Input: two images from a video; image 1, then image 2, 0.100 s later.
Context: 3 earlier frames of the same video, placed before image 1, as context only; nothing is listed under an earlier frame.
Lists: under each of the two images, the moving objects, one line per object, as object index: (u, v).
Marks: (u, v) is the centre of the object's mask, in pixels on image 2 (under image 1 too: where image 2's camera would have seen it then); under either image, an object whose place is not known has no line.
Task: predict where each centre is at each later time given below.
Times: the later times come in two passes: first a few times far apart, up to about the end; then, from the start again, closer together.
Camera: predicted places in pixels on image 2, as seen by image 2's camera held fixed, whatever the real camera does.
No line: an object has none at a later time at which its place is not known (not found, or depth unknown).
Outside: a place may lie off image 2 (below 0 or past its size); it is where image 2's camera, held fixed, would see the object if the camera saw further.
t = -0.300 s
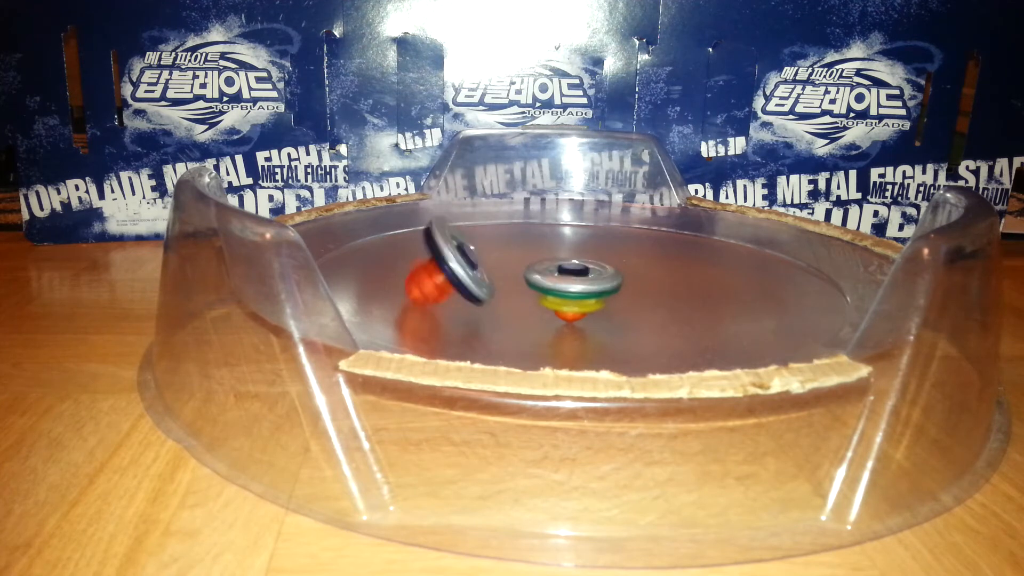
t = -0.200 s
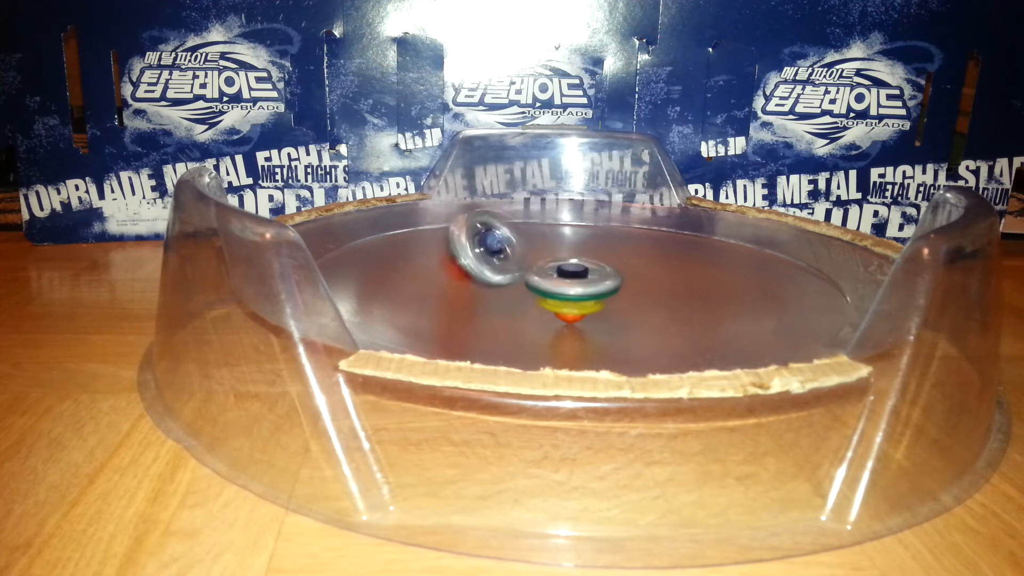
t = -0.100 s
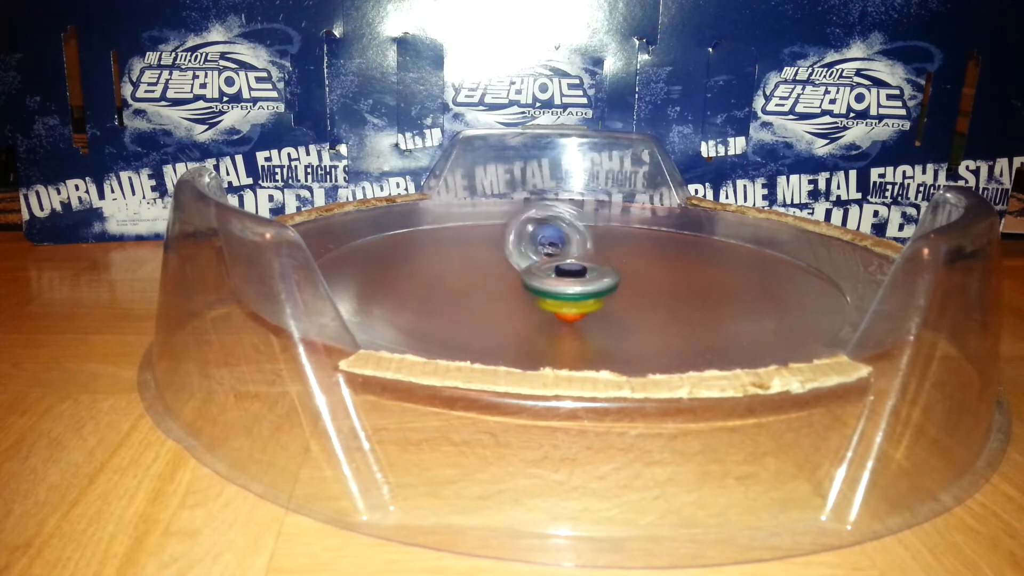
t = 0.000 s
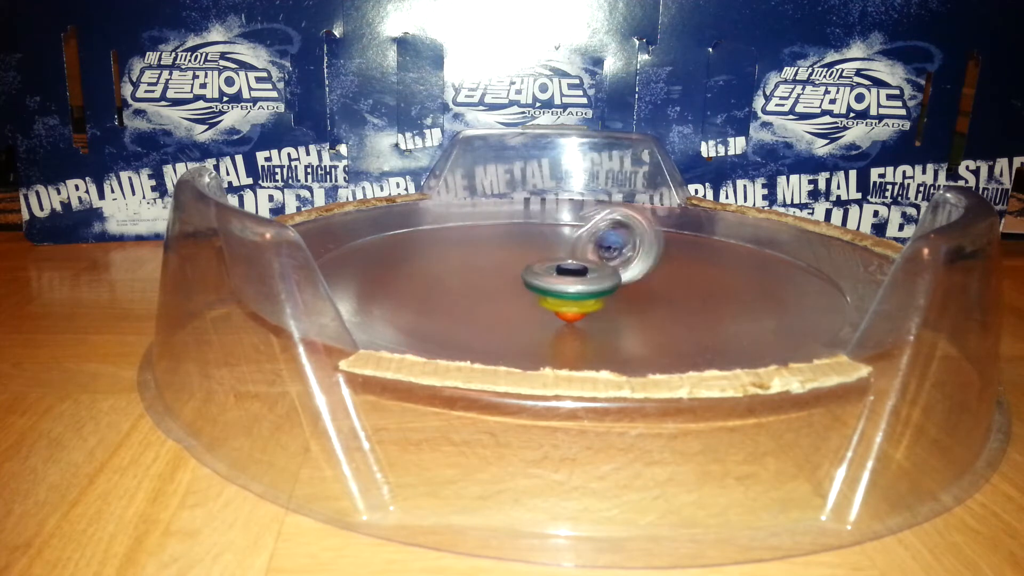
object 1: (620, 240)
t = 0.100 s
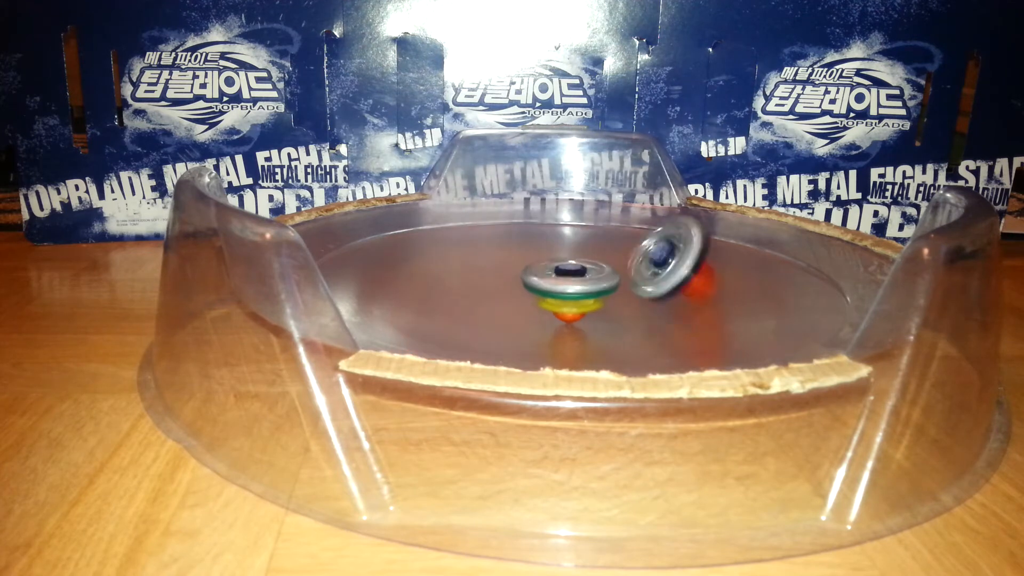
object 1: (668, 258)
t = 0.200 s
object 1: (679, 277)
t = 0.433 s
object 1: (522, 282)
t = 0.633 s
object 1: (475, 253)
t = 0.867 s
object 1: (615, 243)
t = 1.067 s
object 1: (670, 278)
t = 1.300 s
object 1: (522, 282)
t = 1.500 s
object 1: (485, 254)
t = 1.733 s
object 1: (624, 246)
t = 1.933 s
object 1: (653, 281)
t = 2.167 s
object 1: (512, 279)
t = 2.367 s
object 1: (505, 250)
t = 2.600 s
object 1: (640, 256)
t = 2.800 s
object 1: (632, 281)
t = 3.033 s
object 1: (505, 279)
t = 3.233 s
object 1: (467, 250)
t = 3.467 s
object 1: (520, 261)
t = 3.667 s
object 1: (531, 258)
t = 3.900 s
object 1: (541, 268)
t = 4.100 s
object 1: (580, 247)
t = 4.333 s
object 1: (619, 249)
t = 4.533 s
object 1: (615, 258)
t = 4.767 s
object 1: (666, 265)
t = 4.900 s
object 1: (656, 268)
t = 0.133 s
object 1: (678, 264)
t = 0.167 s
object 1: (683, 270)
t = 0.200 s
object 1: (679, 277)
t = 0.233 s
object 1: (668, 281)
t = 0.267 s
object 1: (650, 285)
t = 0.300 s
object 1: (630, 285)
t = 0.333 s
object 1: (606, 284)
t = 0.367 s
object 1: (575, 286)
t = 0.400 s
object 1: (548, 284)
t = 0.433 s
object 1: (522, 282)
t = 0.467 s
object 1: (500, 279)
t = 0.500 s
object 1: (484, 276)
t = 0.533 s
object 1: (472, 272)
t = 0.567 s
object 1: (466, 265)
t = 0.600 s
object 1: (469, 259)
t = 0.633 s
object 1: (475, 253)
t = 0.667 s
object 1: (490, 250)
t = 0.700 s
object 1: (501, 246)
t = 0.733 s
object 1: (519, 239)
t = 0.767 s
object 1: (542, 237)
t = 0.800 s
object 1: (567, 235)
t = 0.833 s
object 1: (591, 237)
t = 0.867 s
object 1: (615, 243)
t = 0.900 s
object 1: (632, 246)
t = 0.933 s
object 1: (650, 255)
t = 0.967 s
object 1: (660, 260)
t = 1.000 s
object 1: (671, 265)
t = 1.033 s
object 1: (674, 272)
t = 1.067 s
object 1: (670, 278)
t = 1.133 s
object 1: (643, 284)
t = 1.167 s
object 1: (625, 284)
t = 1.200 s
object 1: (599, 283)
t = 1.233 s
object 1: (572, 286)
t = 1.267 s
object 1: (548, 283)
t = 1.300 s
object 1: (522, 282)
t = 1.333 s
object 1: (504, 280)
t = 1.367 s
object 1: (487, 274)
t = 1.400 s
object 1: (478, 272)
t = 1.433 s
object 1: (475, 266)
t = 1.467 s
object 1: (479, 259)
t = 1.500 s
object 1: (485, 254)
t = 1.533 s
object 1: (497, 248)
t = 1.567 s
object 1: (516, 243)
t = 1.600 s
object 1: (532, 240)
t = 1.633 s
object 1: (555, 237)
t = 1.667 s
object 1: (581, 239)
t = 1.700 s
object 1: (605, 240)
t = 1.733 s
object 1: (624, 246)
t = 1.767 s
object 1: (640, 253)
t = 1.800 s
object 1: (650, 258)
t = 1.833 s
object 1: (659, 265)
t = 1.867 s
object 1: (664, 271)
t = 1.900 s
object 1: (665, 275)
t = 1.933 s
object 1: (653, 281)
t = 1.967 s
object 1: (641, 283)
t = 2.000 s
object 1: (625, 283)
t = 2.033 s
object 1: (601, 284)
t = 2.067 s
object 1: (576, 284)
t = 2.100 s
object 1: (554, 283)
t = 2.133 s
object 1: (529, 281)
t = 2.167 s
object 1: (512, 279)
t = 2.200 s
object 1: (499, 276)
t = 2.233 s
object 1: (487, 272)
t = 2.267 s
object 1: (483, 265)
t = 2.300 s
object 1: (488, 260)
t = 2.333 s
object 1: (493, 254)
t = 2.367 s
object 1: (505, 250)
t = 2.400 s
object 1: (521, 244)
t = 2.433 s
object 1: (539, 240)
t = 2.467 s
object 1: (560, 238)
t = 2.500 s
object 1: (585, 240)
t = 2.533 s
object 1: (608, 242)
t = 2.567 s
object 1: (624, 247)
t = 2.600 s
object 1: (640, 256)
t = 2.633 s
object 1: (647, 260)
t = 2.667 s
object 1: (655, 266)
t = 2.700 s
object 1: (657, 273)
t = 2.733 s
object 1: (654, 278)
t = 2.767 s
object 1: (643, 281)
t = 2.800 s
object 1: (632, 281)
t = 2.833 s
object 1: (616, 281)
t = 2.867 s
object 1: (596, 285)
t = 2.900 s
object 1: (577, 285)
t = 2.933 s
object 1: (552, 286)
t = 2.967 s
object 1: (534, 288)
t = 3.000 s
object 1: (518, 285)
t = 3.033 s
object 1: (505, 279)
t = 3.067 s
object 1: (498, 276)
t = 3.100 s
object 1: (492, 269)
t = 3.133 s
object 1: (476, 263)
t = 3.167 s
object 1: (468, 260)
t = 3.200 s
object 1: (466, 255)
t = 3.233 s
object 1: (467, 250)
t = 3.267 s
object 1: (471, 248)
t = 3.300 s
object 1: (476, 249)
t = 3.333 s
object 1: (479, 251)
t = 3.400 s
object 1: (497, 250)
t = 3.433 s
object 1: (508, 257)
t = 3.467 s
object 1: (520, 261)
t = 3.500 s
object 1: (531, 259)
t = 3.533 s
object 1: (530, 259)
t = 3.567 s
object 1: (529, 258)
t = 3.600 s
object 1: (529, 256)
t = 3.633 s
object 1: (532, 255)
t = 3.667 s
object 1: (531, 258)
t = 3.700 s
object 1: (530, 256)
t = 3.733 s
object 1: (531, 255)
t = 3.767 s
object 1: (532, 255)
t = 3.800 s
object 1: (534, 257)
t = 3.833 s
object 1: (531, 256)
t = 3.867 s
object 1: (536, 260)
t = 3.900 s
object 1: (541, 268)
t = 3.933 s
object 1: (542, 269)
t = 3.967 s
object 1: (546, 260)
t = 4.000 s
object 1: (551, 257)
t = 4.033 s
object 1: (561, 252)
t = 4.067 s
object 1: (572, 248)
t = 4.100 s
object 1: (580, 247)
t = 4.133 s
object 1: (590, 246)
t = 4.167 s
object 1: (598, 246)
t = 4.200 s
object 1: (605, 246)
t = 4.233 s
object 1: (610, 247)
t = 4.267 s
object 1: (615, 247)
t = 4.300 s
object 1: (617, 248)
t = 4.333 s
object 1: (619, 249)
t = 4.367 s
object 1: (619, 249)
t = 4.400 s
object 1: (617, 251)
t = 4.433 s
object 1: (616, 252)
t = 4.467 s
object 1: (614, 254)
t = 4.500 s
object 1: (615, 256)
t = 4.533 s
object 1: (615, 258)
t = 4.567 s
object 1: (629, 267)
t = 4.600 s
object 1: (636, 269)
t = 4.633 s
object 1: (645, 269)
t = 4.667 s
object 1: (654, 269)
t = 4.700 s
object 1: (660, 267)
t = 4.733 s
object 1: (665, 266)
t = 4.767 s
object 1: (666, 265)
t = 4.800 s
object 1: (666, 265)
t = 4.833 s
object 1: (665, 265)
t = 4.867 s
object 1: (662, 266)
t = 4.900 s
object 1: (656, 268)
